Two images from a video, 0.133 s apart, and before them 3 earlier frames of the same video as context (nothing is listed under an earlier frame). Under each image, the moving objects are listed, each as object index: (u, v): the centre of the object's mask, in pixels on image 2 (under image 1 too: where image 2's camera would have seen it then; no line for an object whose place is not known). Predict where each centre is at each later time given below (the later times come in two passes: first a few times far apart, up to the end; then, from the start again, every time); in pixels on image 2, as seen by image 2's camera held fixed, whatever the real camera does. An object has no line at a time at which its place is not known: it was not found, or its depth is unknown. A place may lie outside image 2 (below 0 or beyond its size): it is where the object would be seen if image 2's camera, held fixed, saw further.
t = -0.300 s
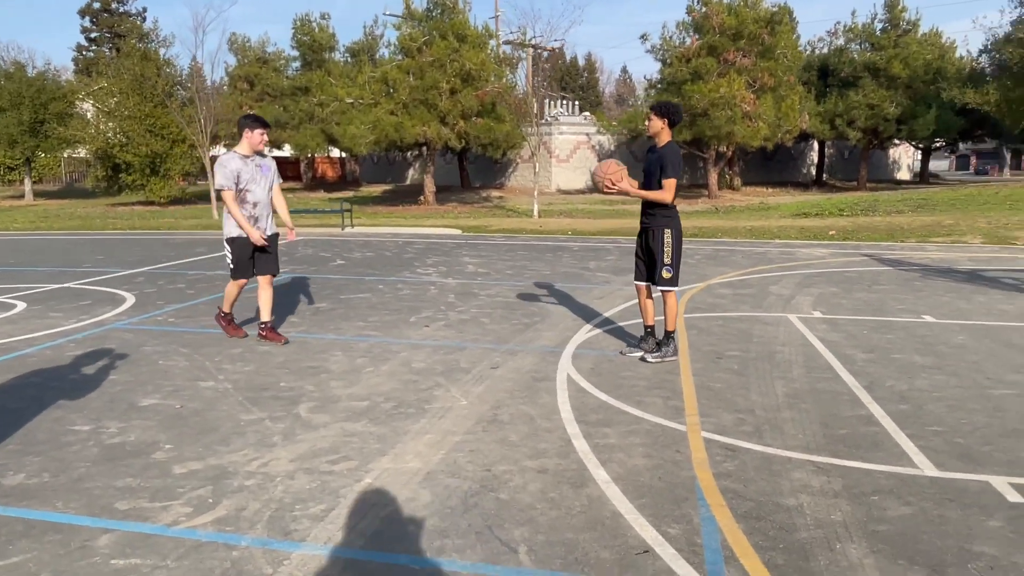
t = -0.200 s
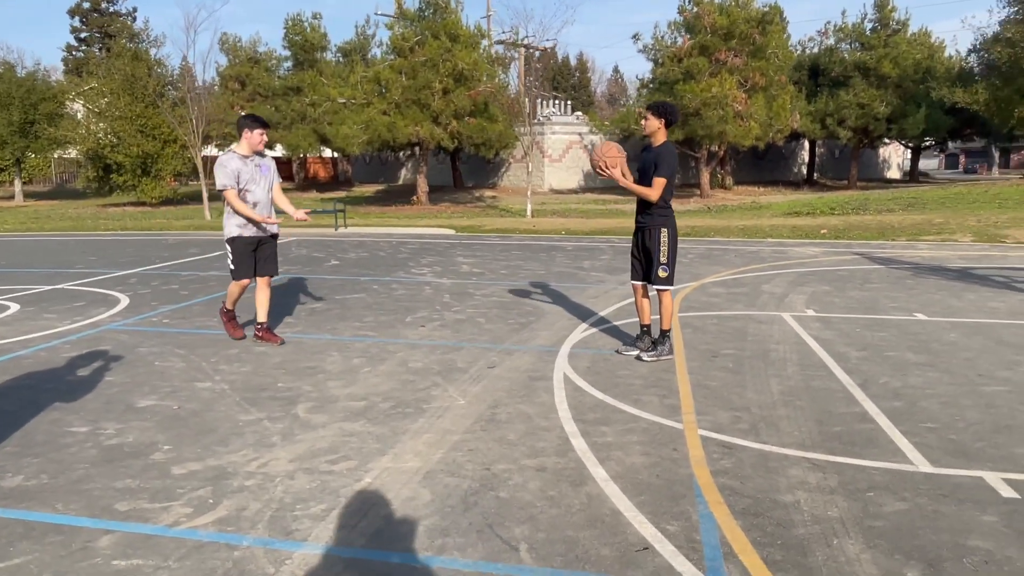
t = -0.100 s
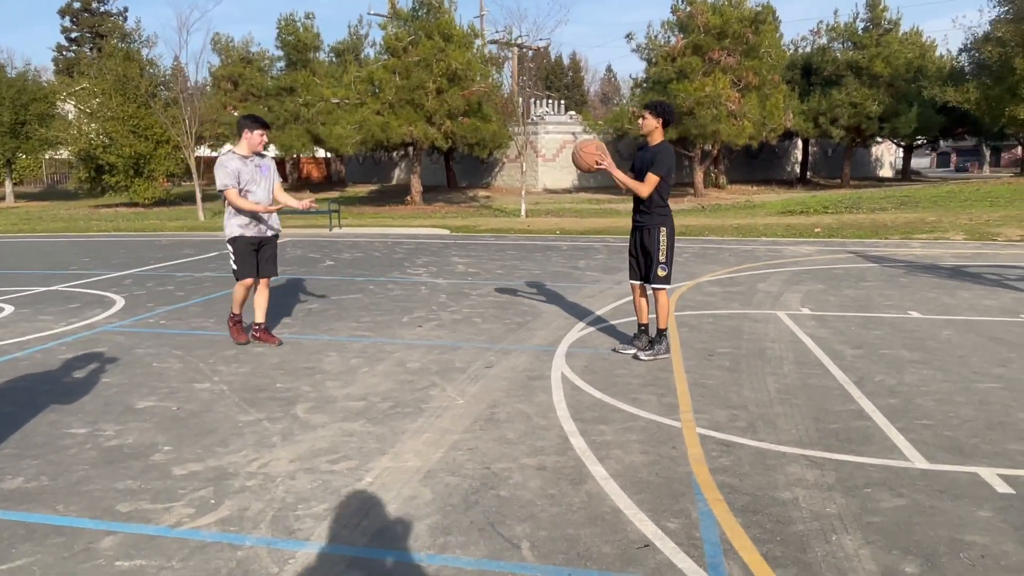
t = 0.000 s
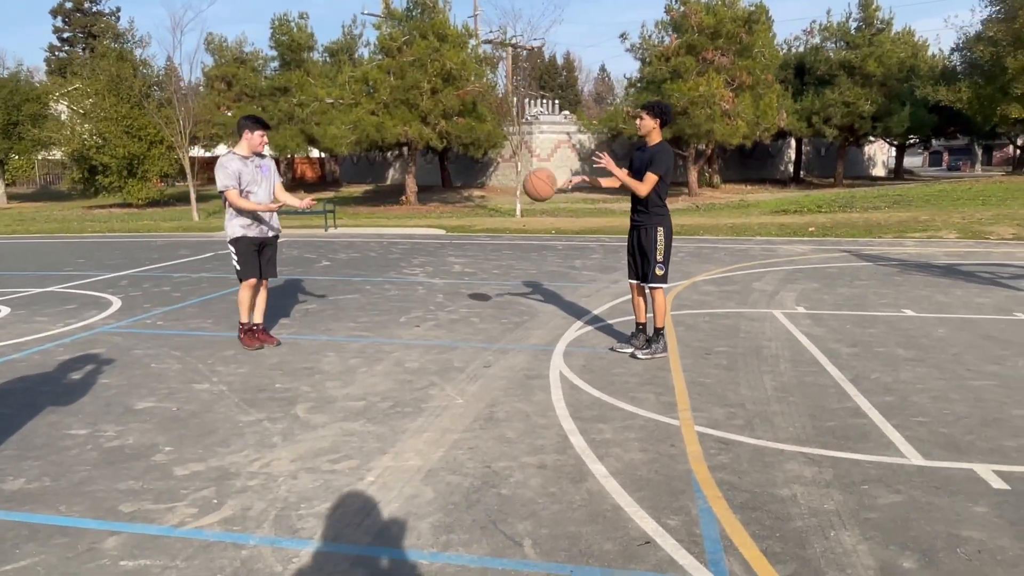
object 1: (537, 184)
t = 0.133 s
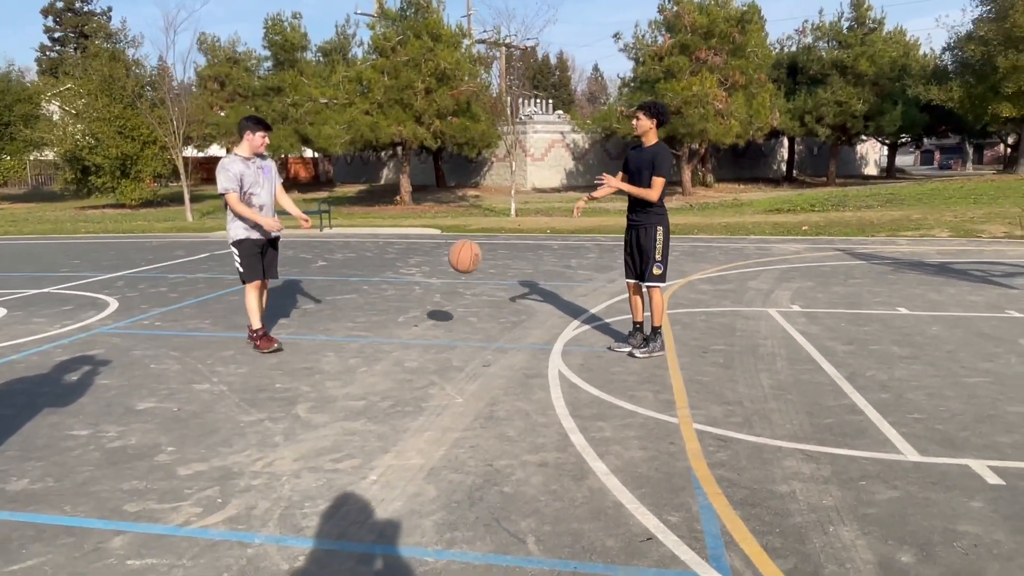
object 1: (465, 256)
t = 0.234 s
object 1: (412, 324)
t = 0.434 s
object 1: (359, 255)
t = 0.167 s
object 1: (447, 278)
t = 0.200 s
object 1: (429, 300)
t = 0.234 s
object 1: (412, 324)
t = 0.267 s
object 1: (398, 336)
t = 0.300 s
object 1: (390, 316)
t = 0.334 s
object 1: (382, 299)
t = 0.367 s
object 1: (375, 283)
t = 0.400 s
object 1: (367, 268)
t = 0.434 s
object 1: (359, 255)
